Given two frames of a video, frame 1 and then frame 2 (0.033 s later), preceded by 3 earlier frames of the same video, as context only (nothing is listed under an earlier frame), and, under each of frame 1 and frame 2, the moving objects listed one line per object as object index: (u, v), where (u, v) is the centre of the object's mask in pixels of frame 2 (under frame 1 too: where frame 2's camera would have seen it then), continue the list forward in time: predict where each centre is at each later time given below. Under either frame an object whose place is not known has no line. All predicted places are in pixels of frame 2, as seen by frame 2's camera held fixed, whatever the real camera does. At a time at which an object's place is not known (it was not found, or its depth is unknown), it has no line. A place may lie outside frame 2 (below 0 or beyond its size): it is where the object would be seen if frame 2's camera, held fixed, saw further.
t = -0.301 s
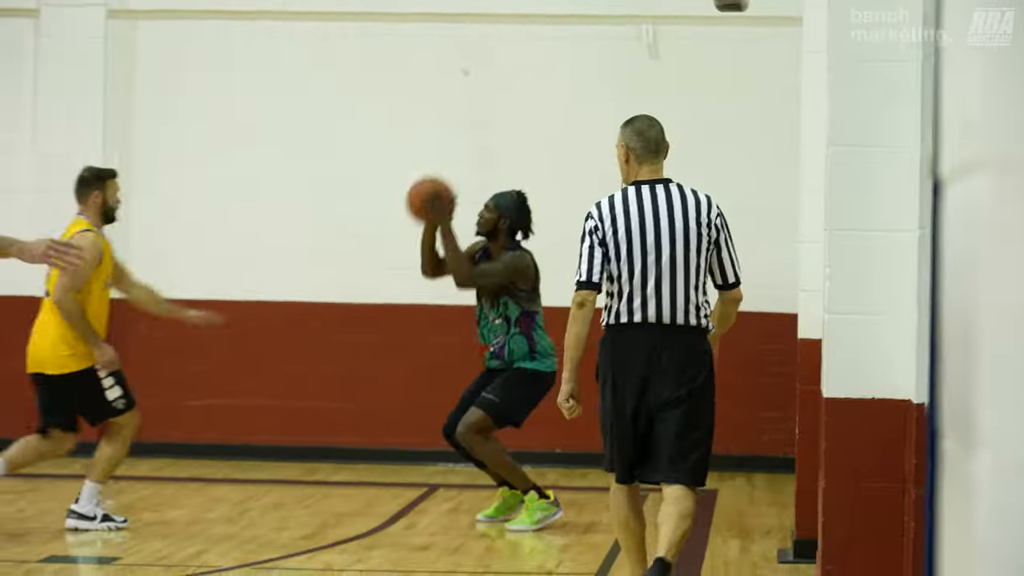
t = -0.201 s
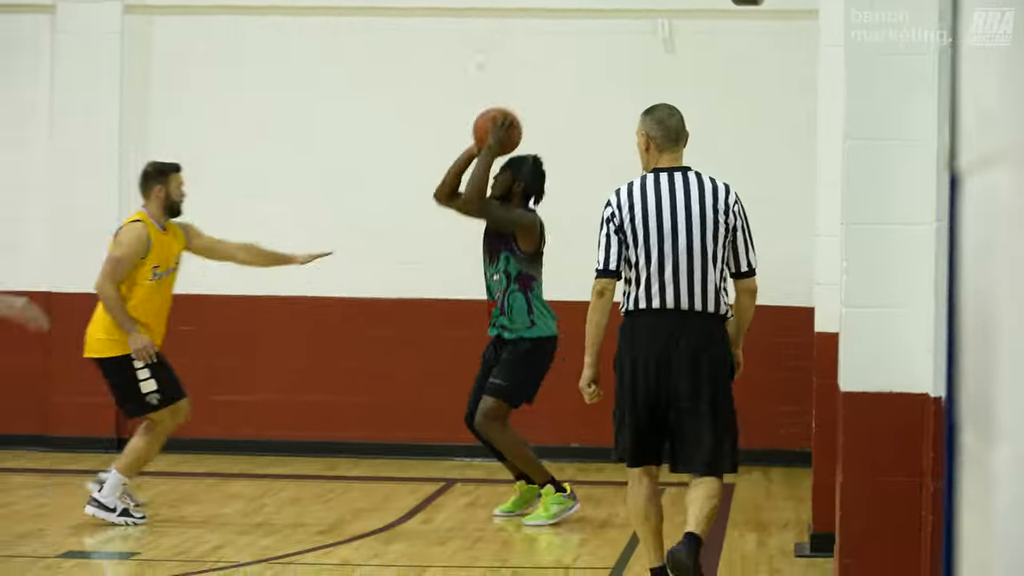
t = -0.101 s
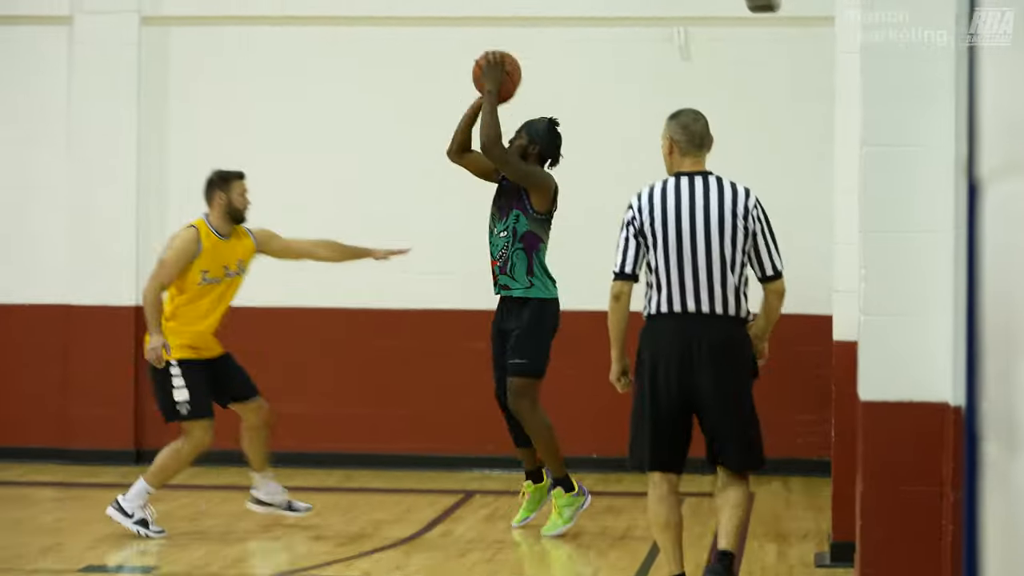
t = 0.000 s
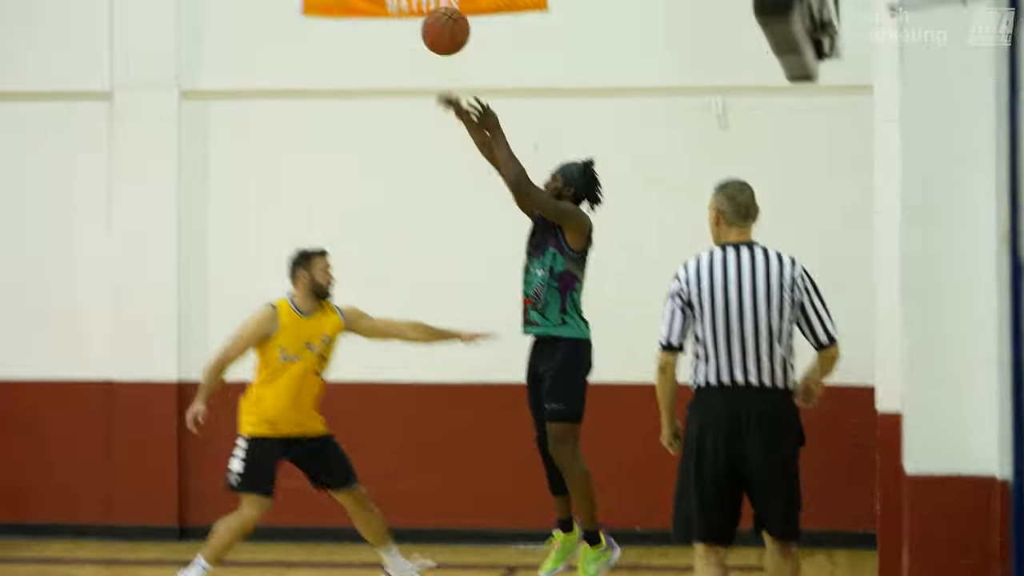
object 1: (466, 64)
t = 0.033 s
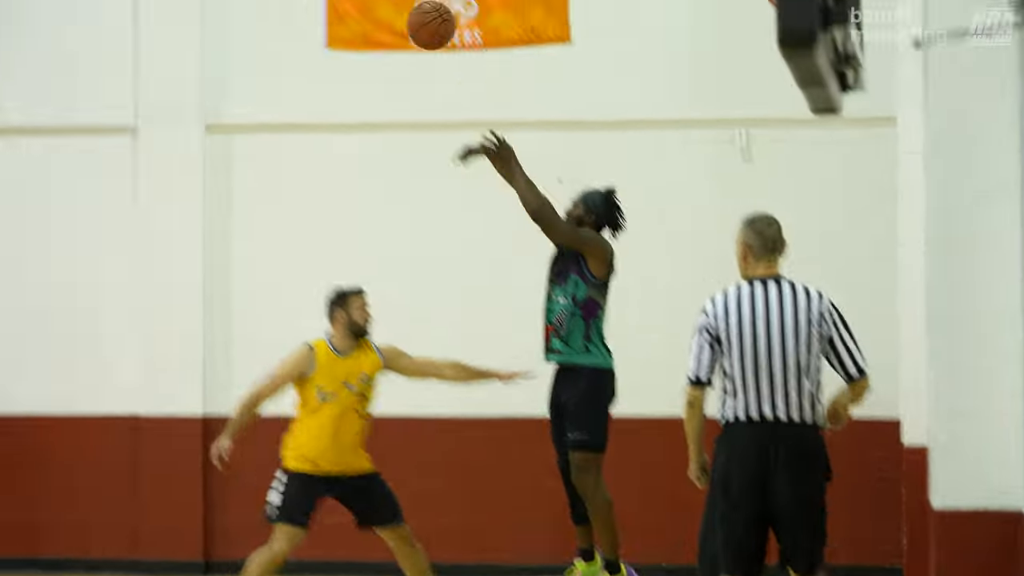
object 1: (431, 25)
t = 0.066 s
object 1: (396, -12)
